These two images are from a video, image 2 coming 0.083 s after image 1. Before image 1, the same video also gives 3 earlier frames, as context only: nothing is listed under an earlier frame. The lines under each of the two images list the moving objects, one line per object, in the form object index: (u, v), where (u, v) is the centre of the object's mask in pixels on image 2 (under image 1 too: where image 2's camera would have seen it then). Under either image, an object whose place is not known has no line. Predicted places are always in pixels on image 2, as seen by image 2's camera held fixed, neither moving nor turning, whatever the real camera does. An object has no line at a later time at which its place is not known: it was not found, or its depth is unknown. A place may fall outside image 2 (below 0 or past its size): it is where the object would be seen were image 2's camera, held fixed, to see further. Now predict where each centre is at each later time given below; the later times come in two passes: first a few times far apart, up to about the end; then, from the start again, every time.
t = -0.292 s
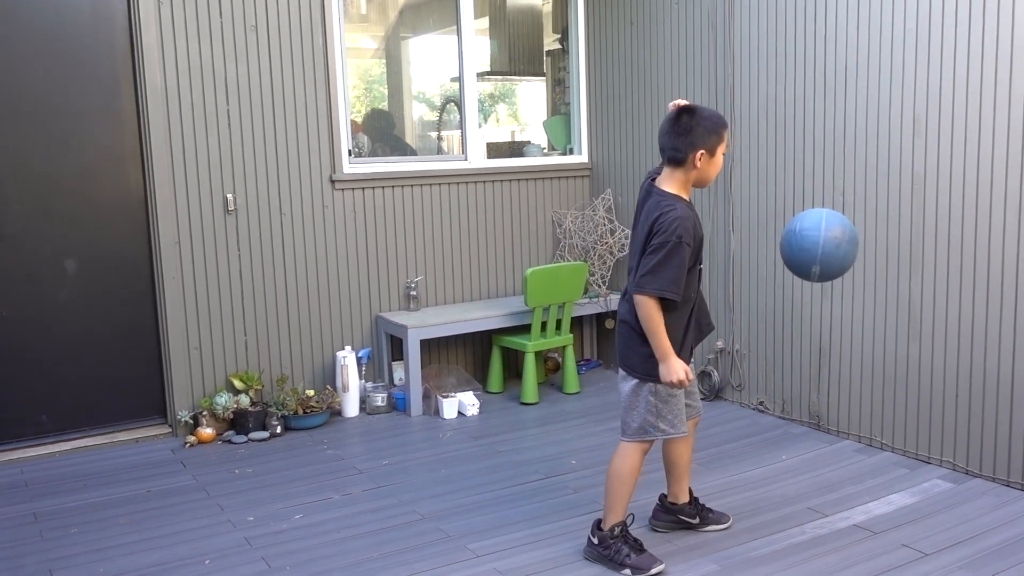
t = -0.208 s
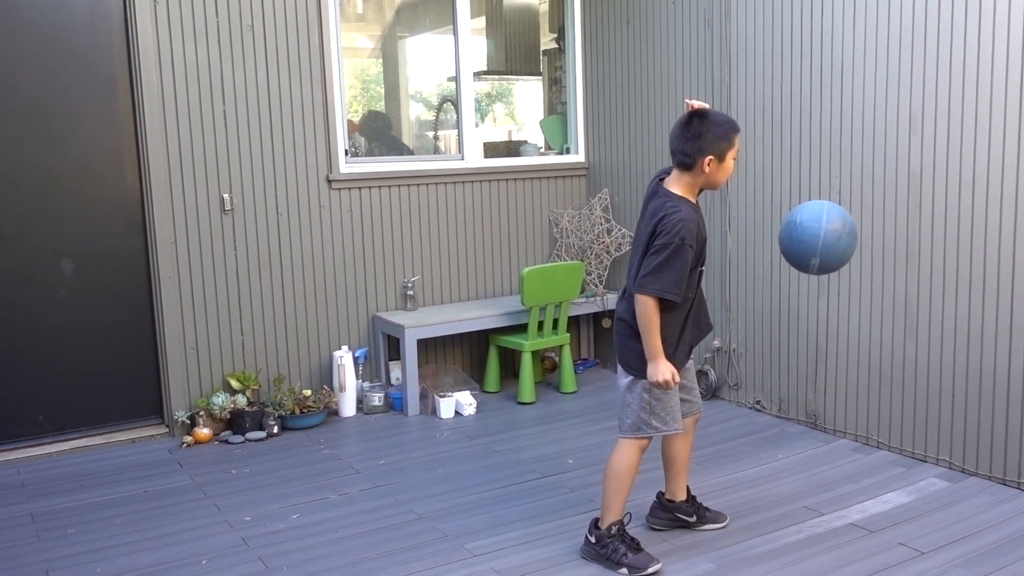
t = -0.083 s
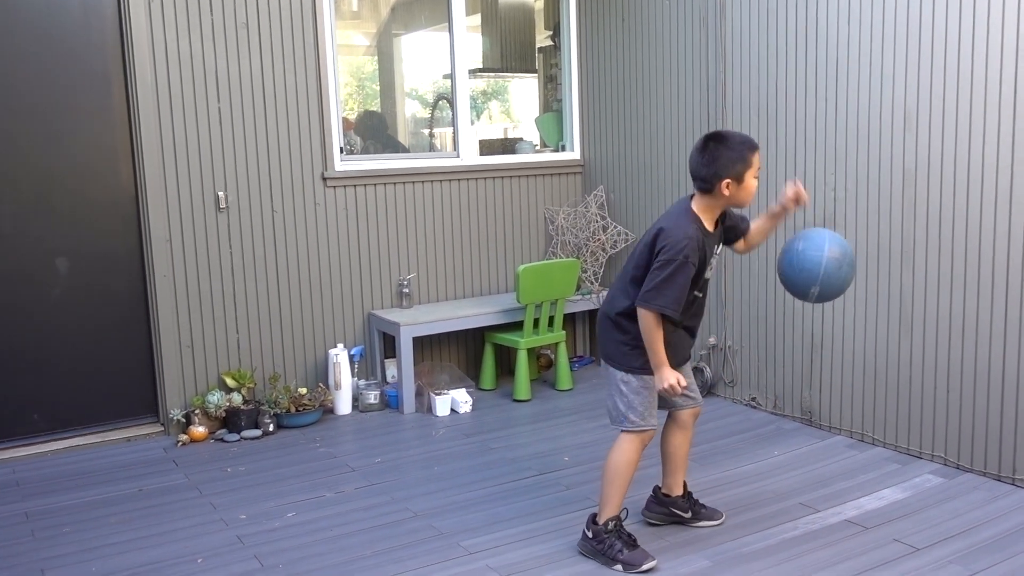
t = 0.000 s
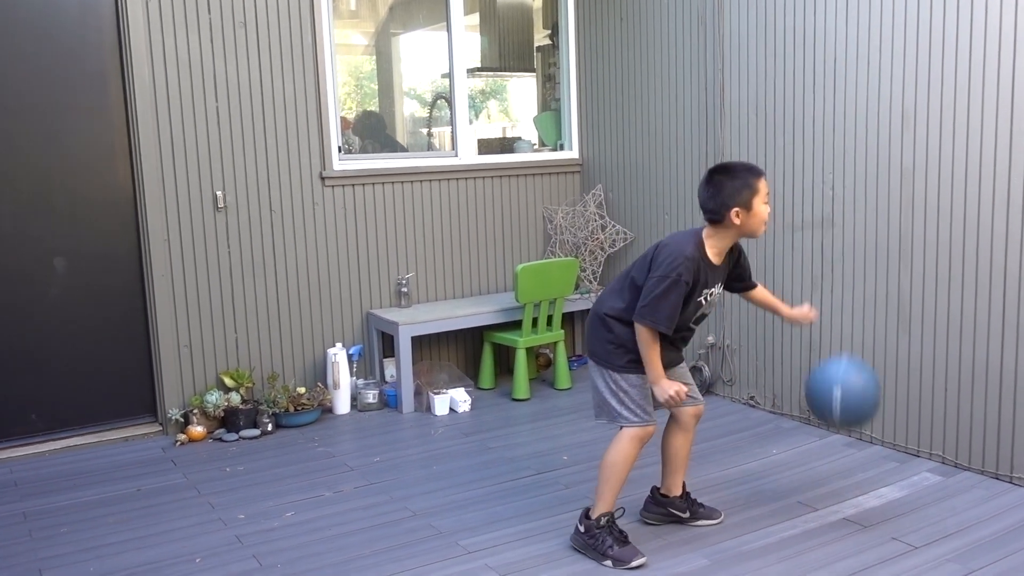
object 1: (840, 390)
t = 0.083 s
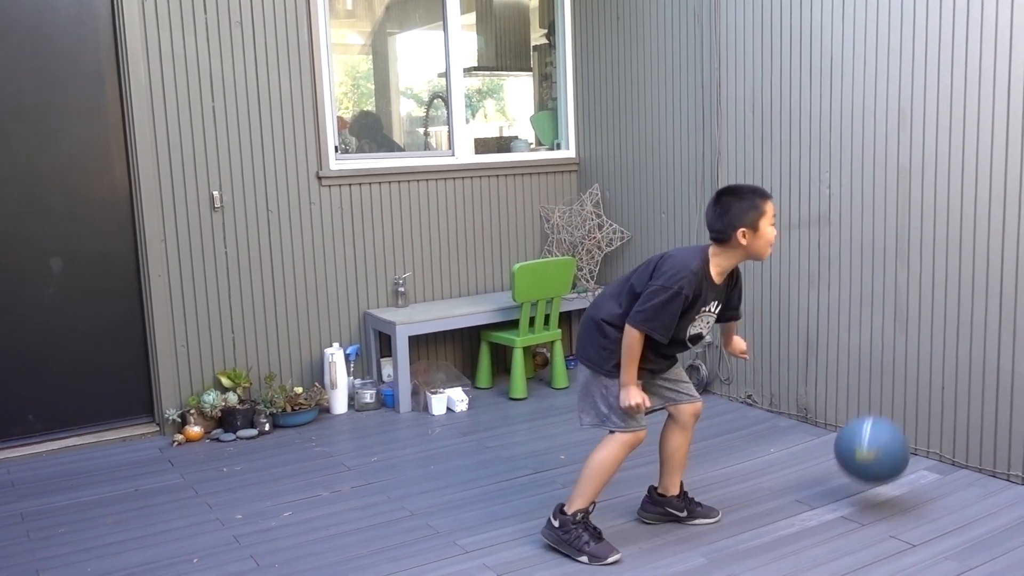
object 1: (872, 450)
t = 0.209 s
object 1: (908, 272)
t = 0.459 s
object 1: (958, 58)
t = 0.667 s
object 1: (912, 41)
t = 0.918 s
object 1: (852, 198)
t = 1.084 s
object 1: (807, 424)
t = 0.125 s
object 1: (884, 385)
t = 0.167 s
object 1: (896, 326)
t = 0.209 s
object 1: (908, 272)
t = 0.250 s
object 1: (920, 223)
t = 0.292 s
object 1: (932, 178)
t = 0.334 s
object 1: (943, 139)
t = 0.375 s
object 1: (955, 105)
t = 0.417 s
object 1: (965, 78)
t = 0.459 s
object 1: (958, 58)
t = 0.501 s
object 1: (949, 44)
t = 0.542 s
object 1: (940, 38)
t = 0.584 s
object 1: (930, 36)
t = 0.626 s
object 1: (921, 37)
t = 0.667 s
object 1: (912, 41)
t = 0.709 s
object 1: (903, 49)
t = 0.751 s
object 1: (893, 66)
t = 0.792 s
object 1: (883, 90)
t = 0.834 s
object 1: (872, 120)
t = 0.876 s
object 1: (862, 156)
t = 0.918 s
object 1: (852, 198)
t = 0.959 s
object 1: (840, 246)
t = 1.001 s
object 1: (829, 301)
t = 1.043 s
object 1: (818, 359)
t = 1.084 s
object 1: (807, 424)
